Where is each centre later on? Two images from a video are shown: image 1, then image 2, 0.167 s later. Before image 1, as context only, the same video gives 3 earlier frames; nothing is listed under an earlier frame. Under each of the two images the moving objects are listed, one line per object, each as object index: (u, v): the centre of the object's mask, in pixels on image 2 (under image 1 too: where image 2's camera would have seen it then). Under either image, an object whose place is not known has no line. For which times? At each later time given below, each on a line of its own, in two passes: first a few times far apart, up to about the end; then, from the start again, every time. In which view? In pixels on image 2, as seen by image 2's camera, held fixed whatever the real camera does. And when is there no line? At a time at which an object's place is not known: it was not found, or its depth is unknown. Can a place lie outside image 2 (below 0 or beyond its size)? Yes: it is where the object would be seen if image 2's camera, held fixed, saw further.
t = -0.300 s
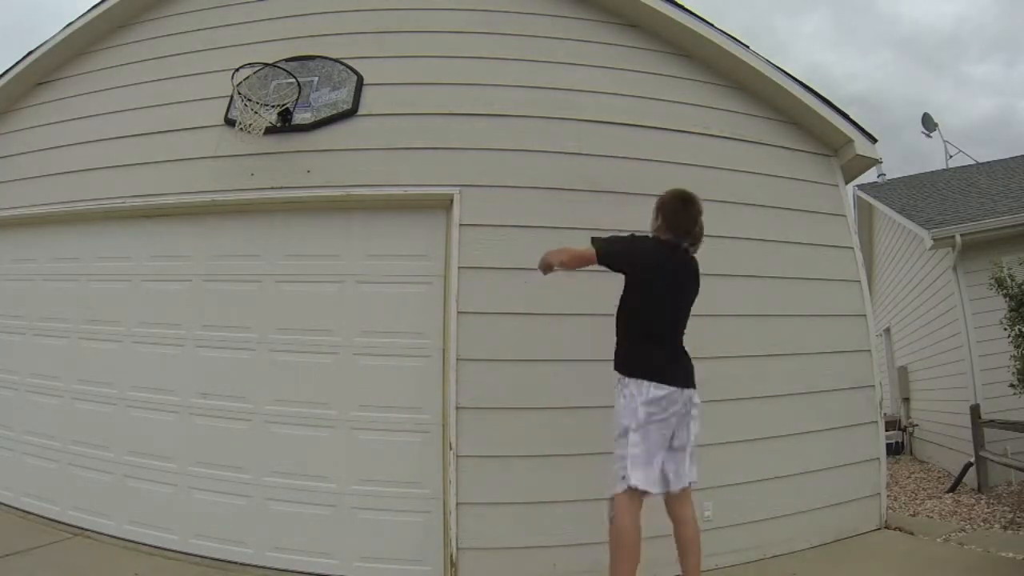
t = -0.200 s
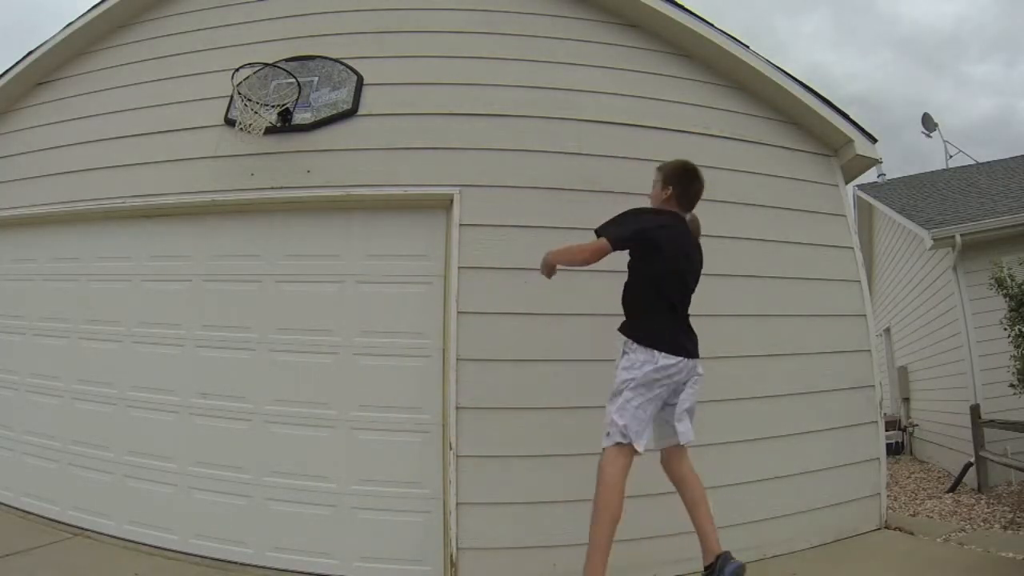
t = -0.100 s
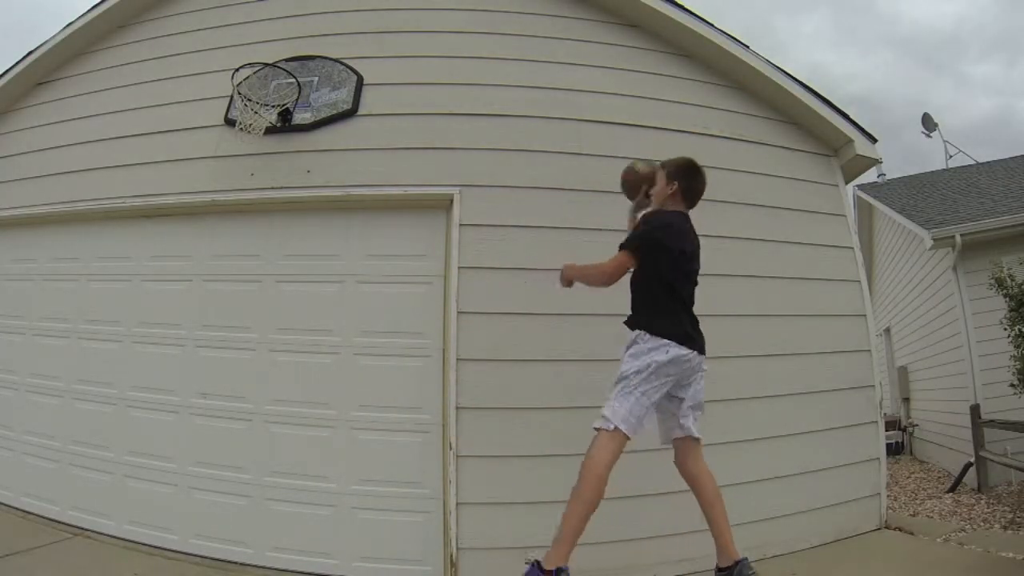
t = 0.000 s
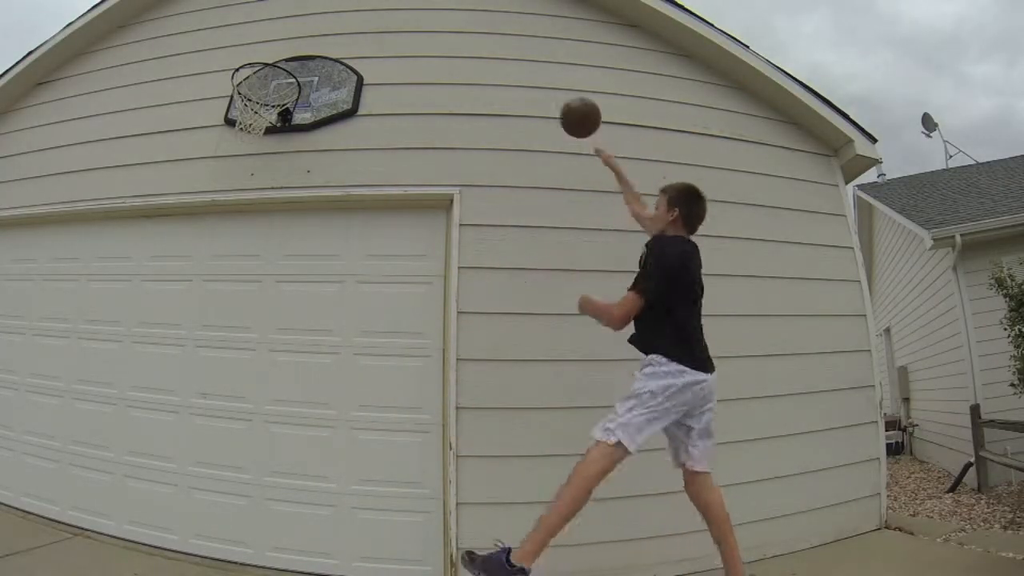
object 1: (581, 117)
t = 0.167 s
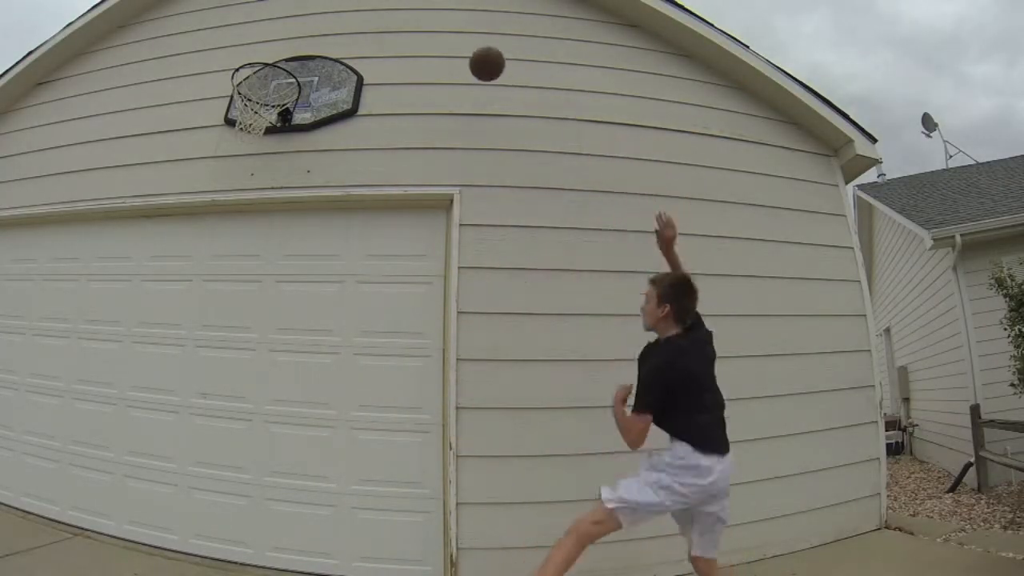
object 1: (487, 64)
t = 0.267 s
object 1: (442, 54)
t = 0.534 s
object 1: (348, 57)
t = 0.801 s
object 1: (265, 74)
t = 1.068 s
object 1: (276, 96)
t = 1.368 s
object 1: (274, 164)
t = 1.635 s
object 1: (251, 341)
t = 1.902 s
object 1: (241, 530)
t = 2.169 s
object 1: (206, 373)
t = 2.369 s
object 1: (182, 332)
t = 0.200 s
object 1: (471, 59)
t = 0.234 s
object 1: (456, 56)
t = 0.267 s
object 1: (442, 54)
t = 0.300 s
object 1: (428, 54)
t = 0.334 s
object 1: (414, 54)
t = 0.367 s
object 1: (401, 57)
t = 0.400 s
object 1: (388, 60)
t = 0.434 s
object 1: (378, 60)
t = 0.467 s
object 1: (368, 58)
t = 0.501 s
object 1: (359, 57)
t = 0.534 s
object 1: (348, 57)
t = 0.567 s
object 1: (338, 58)
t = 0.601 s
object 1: (326, 61)
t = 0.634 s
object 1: (315, 65)
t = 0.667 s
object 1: (302, 70)
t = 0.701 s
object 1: (294, 71)
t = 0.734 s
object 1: (283, 72)
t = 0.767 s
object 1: (274, 72)
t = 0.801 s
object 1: (265, 74)
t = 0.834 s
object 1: (255, 77)
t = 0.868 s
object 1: (250, 79)
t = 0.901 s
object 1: (255, 79)
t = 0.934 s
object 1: (260, 79)
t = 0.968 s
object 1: (265, 81)
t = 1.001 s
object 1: (268, 84)
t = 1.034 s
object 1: (273, 90)
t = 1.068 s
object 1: (276, 96)
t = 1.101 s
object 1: (280, 101)
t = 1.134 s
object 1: (282, 105)
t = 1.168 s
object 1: (283, 114)
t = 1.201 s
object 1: (282, 118)
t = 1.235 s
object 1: (281, 123)
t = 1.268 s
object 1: (280, 131)
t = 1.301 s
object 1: (279, 140)
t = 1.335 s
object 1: (276, 151)
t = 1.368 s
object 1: (274, 164)
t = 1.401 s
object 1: (271, 178)
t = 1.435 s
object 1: (269, 195)
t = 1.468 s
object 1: (266, 213)
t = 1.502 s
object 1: (262, 234)
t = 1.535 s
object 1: (259, 257)
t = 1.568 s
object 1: (256, 282)
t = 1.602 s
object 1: (254, 311)
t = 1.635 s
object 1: (251, 341)
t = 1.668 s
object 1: (249, 373)
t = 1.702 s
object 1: (248, 408)
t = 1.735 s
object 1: (247, 445)
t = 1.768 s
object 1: (248, 482)
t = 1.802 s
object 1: (249, 521)
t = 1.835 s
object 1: (250, 559)
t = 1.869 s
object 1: (247, 557)
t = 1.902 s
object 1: (241, 530)
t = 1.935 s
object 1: (236, 505)
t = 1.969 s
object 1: (231, 481)
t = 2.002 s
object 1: (226, 458)
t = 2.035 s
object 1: (222, 437)
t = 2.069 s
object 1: (218, 418)
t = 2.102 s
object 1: (214, 401)
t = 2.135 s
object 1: (210, 386)
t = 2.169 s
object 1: (206, 373)
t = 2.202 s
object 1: (202, 361)
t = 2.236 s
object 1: (199, 352)
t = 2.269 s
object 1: (195, 344)
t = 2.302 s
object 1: (191, 338)
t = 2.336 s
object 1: (186, 334)
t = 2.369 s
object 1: (182, 332)
